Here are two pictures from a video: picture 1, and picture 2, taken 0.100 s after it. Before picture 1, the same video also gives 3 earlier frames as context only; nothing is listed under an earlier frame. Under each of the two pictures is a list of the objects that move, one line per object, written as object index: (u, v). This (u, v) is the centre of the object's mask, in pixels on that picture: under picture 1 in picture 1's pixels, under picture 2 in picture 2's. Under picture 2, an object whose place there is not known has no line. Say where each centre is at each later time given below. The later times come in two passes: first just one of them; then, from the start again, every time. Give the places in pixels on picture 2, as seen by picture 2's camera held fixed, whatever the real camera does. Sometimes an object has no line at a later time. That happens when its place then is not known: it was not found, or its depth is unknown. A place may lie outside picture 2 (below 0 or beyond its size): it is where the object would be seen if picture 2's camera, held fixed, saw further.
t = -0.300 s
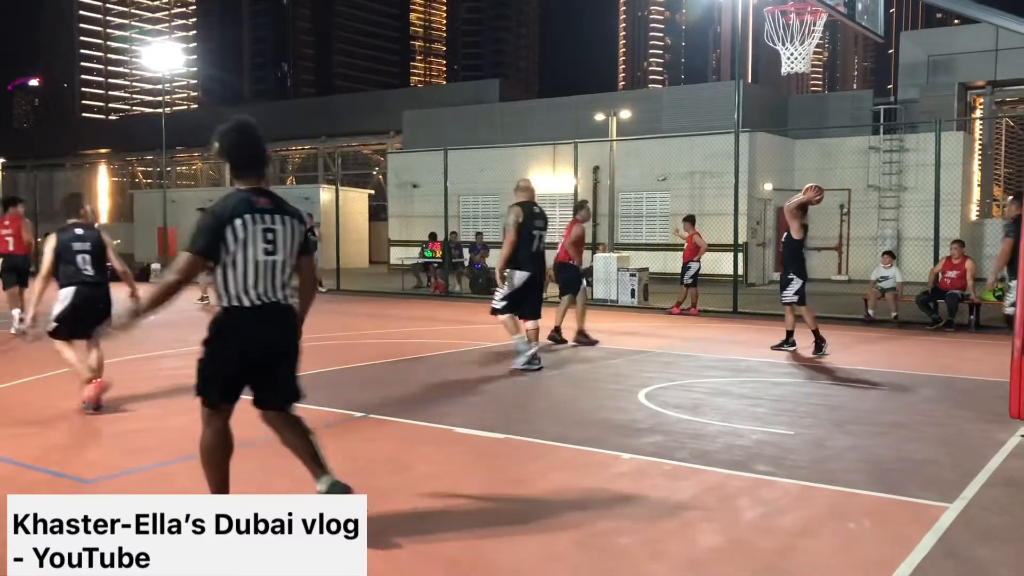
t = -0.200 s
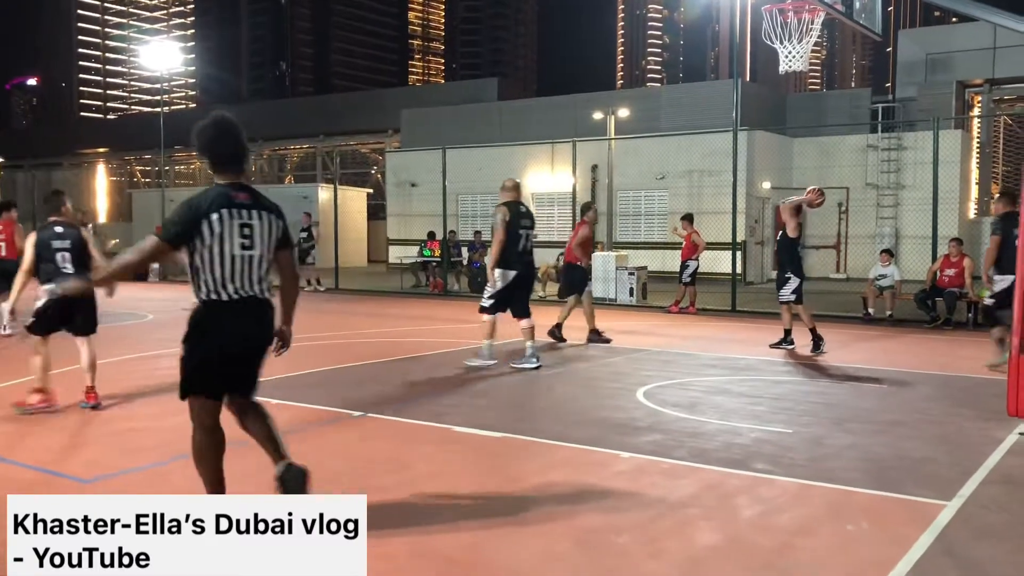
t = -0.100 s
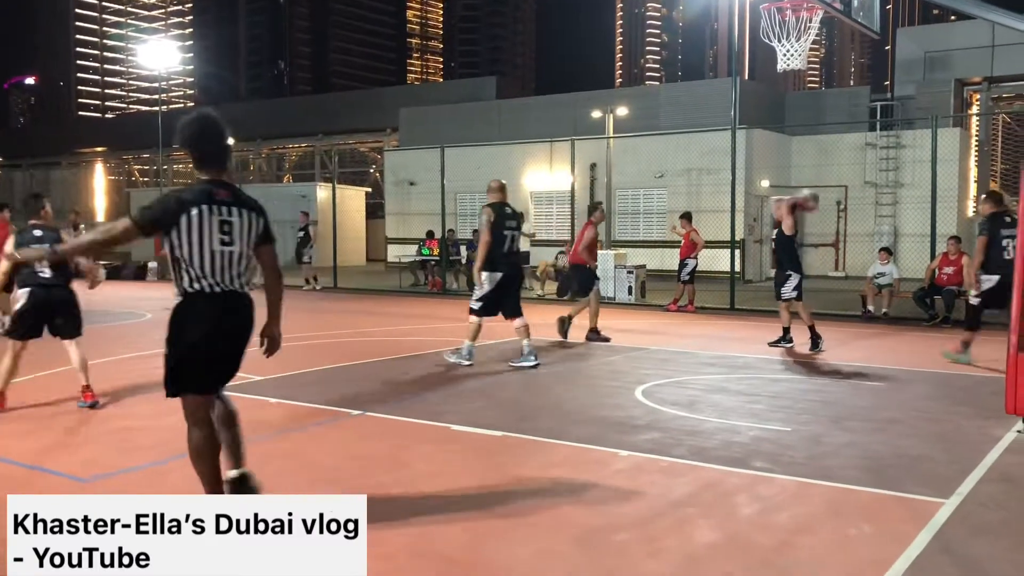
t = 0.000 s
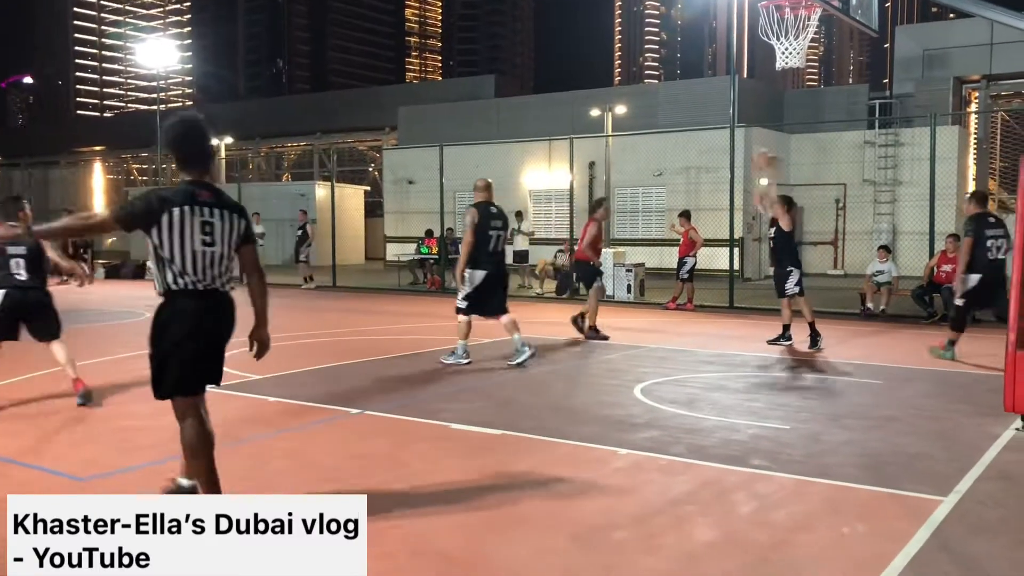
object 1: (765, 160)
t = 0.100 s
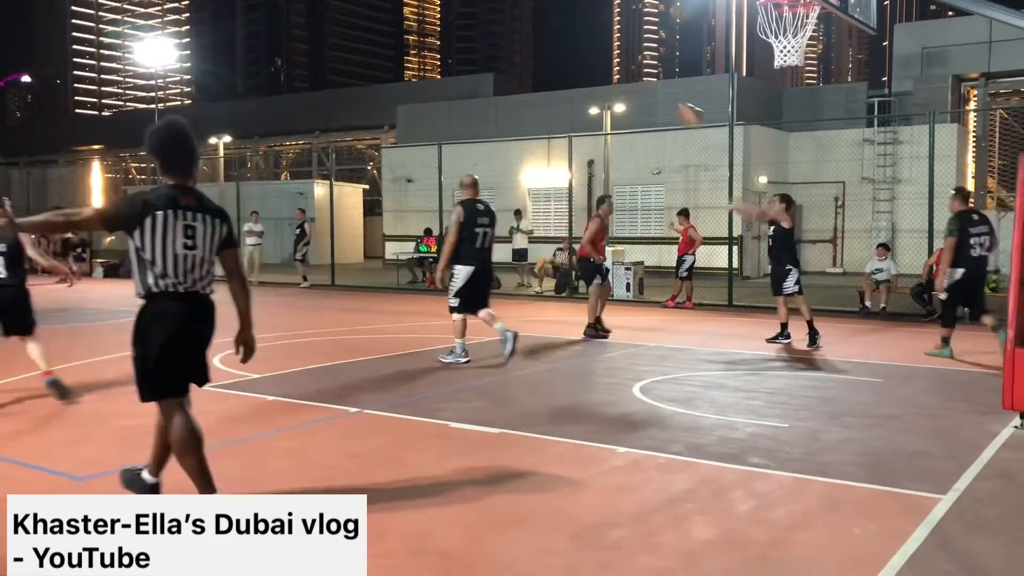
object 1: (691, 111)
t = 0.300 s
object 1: (534, 55)
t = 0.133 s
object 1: (663, 102)
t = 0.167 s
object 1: (638, 92)
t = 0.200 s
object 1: (611, 80)
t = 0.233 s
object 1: (586, 71)
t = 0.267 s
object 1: (561, 62)
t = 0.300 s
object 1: (534, 55)
